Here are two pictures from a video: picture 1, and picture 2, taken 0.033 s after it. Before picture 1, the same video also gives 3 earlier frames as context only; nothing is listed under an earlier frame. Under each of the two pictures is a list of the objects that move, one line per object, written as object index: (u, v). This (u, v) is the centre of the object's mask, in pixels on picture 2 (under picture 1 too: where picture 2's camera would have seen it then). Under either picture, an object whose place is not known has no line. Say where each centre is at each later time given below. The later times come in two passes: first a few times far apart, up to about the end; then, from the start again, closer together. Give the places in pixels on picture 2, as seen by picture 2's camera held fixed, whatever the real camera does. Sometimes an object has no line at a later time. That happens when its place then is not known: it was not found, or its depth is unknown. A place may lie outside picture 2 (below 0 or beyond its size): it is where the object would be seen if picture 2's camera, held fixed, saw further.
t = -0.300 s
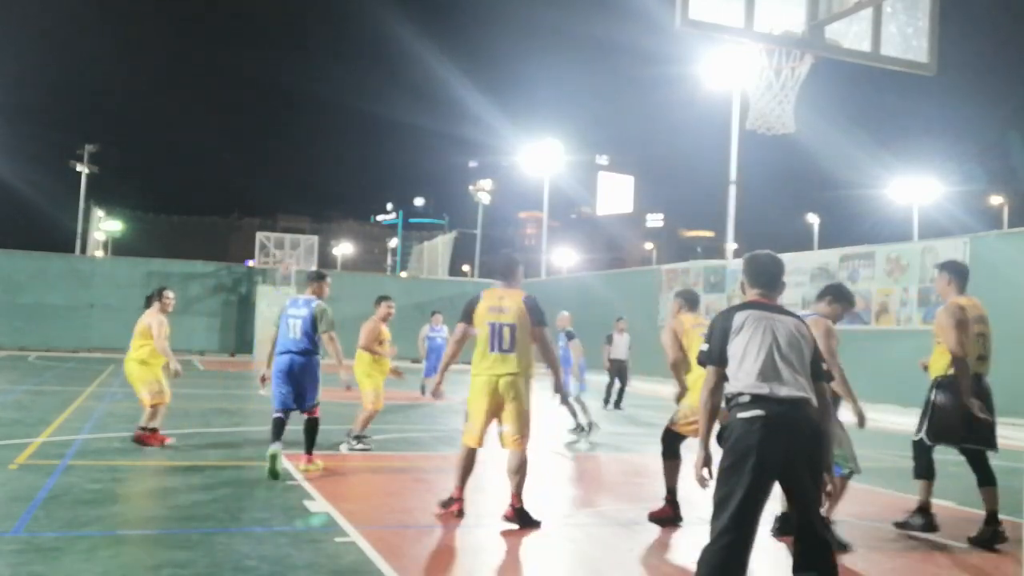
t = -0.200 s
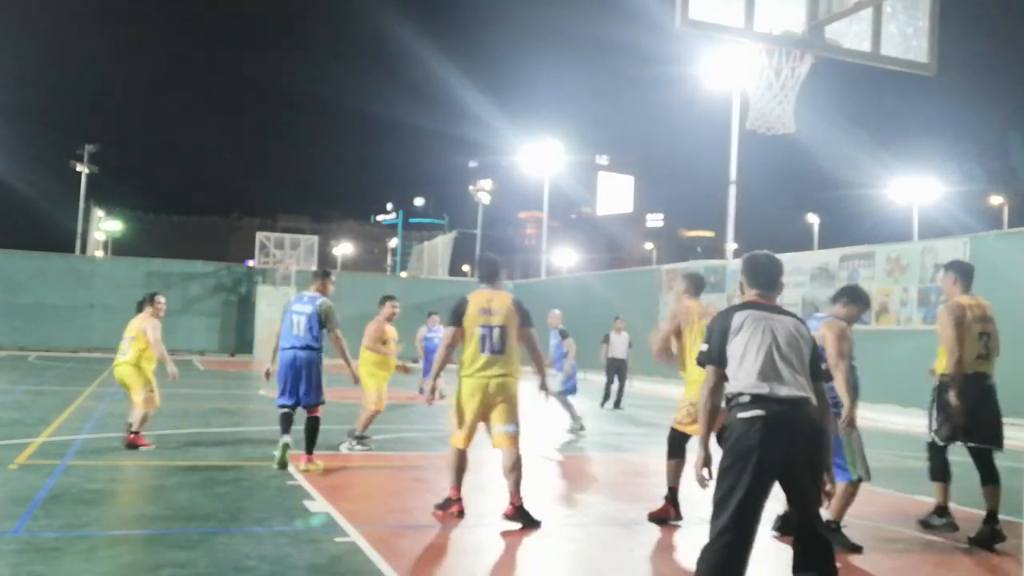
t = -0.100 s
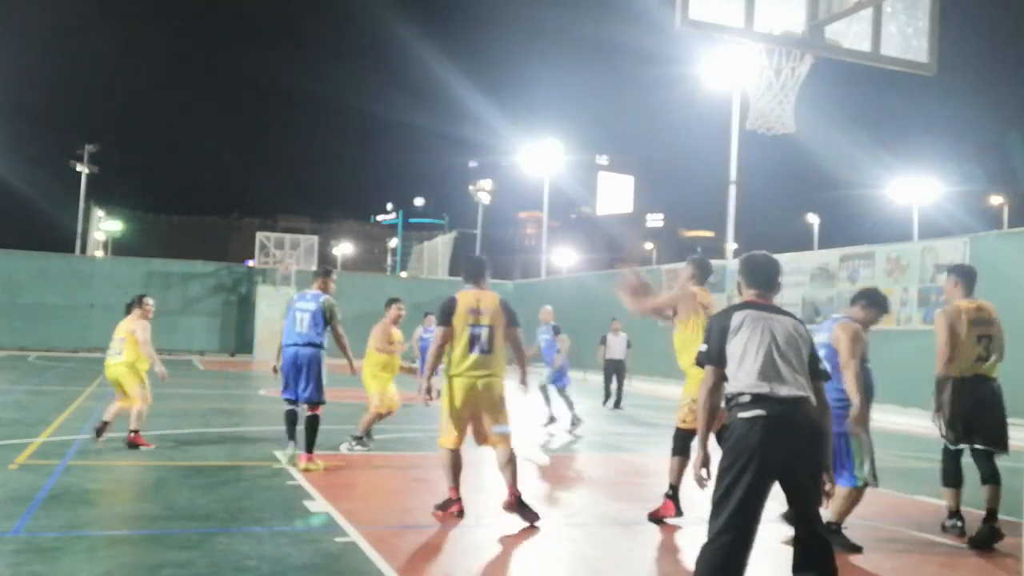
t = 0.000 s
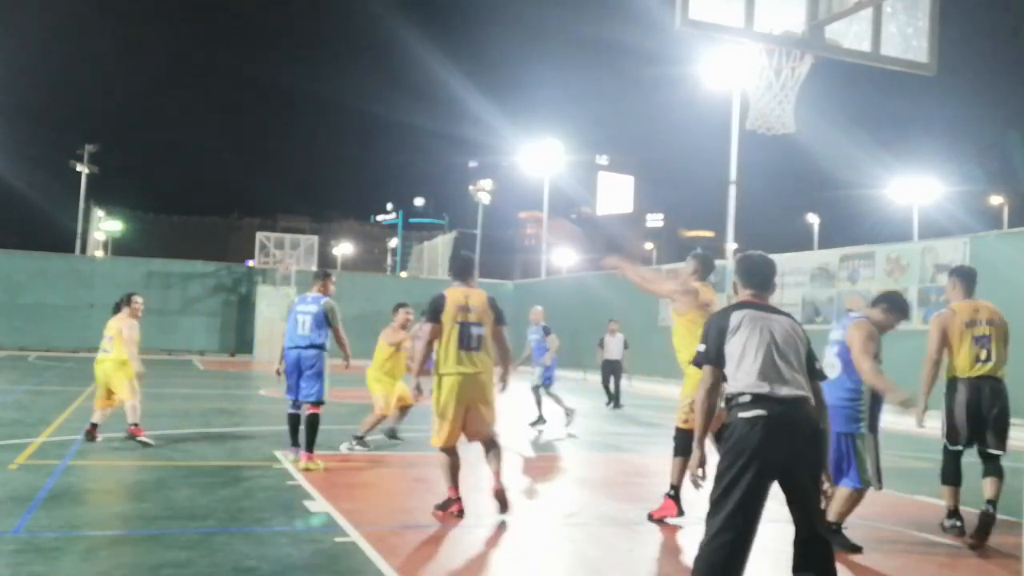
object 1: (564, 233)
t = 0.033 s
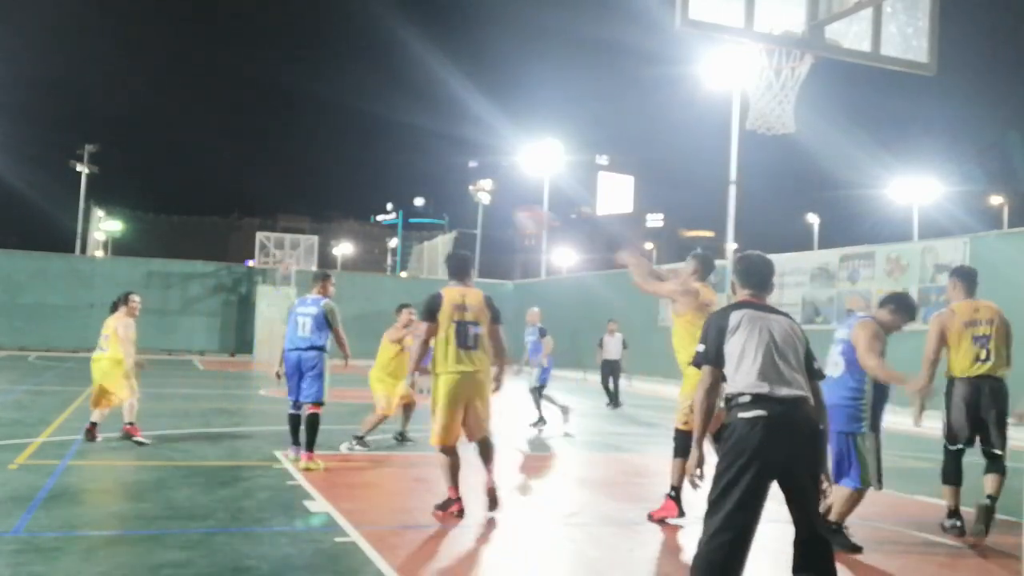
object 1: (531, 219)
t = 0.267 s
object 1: (392, 173)
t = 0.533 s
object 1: (262, 190)
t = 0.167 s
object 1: (449, 184)
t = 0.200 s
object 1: (430, 179)
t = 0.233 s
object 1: (411, 176)
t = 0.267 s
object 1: (392, 173)
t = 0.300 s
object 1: (374, 171)
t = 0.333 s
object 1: (357, 171)
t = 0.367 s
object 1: (340, 171)
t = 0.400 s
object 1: (324, 173)
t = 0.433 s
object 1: (308, 176)
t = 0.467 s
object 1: (291, 180)
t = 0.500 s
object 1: (276, 184)
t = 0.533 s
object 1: (262, 190)
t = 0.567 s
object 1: (247, 196)
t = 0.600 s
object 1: (233, 203)
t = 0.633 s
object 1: (219, 211)
